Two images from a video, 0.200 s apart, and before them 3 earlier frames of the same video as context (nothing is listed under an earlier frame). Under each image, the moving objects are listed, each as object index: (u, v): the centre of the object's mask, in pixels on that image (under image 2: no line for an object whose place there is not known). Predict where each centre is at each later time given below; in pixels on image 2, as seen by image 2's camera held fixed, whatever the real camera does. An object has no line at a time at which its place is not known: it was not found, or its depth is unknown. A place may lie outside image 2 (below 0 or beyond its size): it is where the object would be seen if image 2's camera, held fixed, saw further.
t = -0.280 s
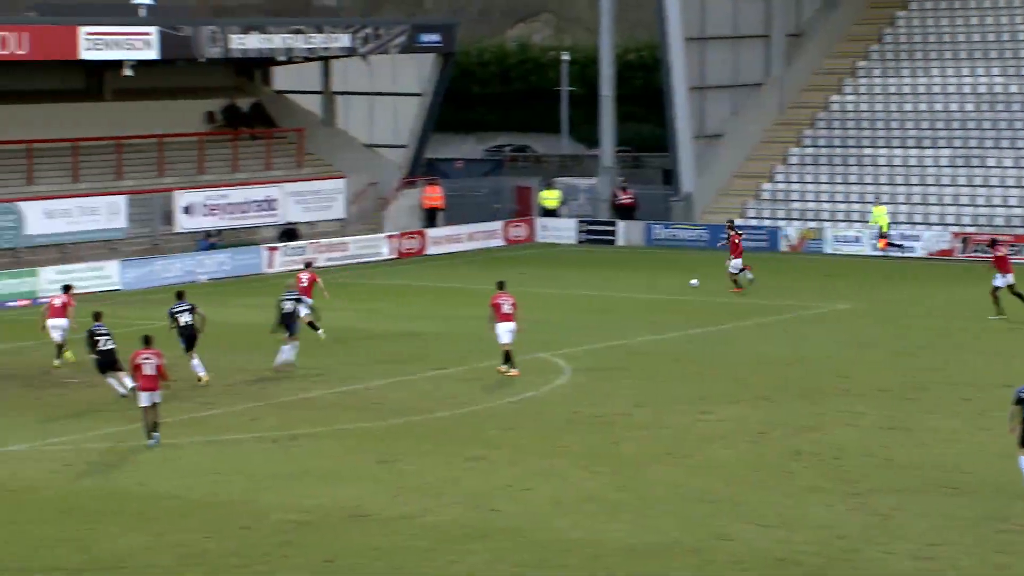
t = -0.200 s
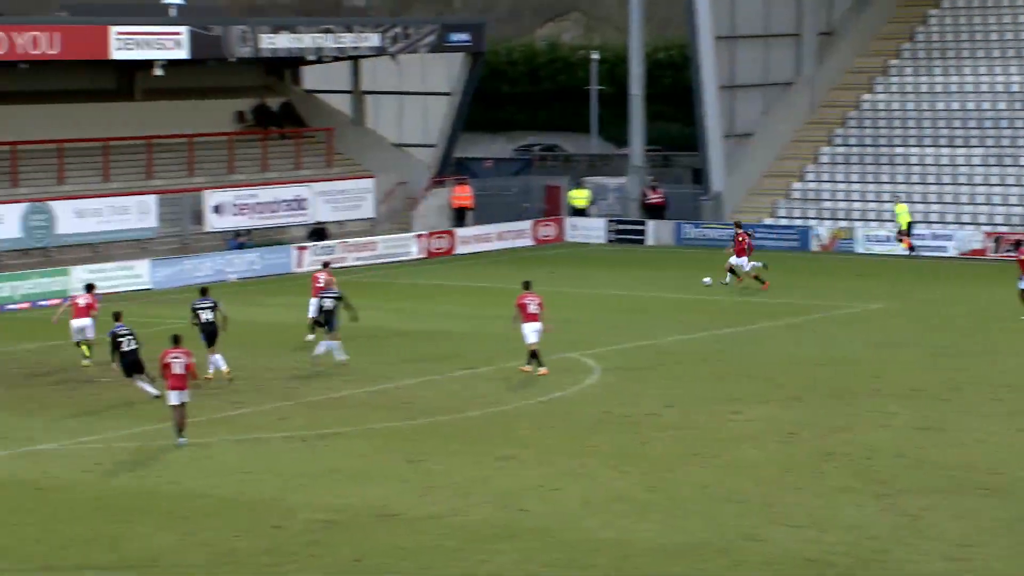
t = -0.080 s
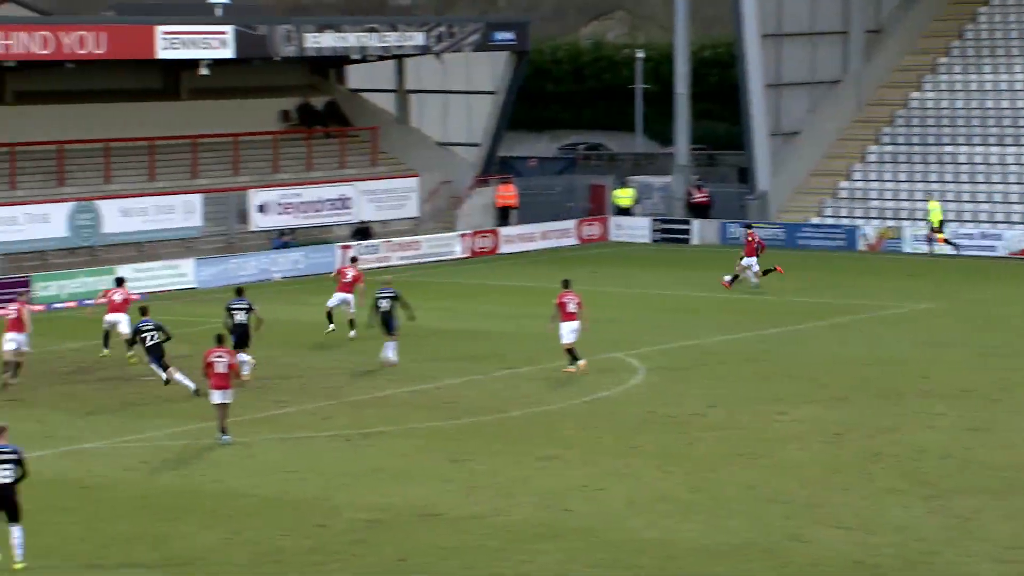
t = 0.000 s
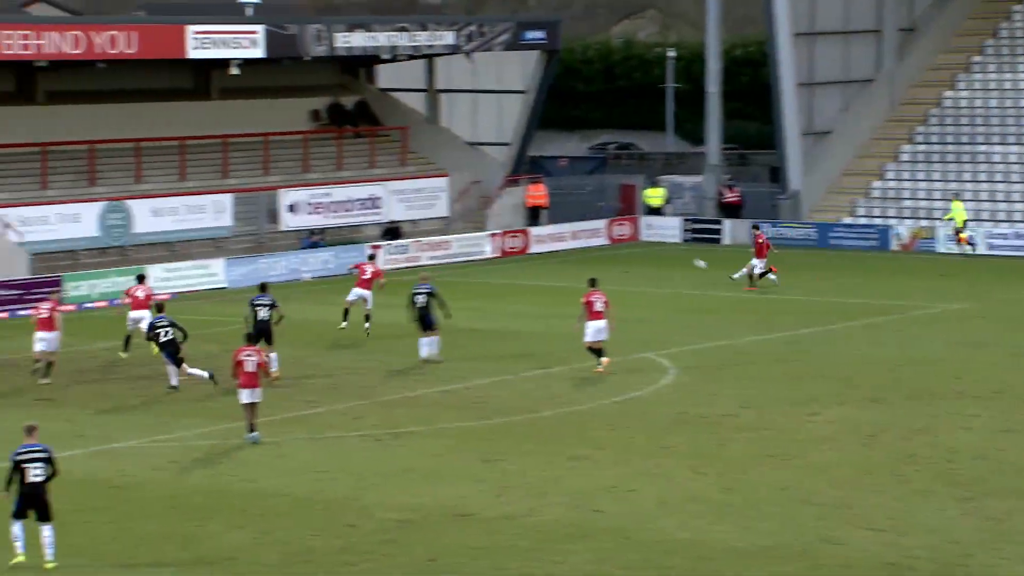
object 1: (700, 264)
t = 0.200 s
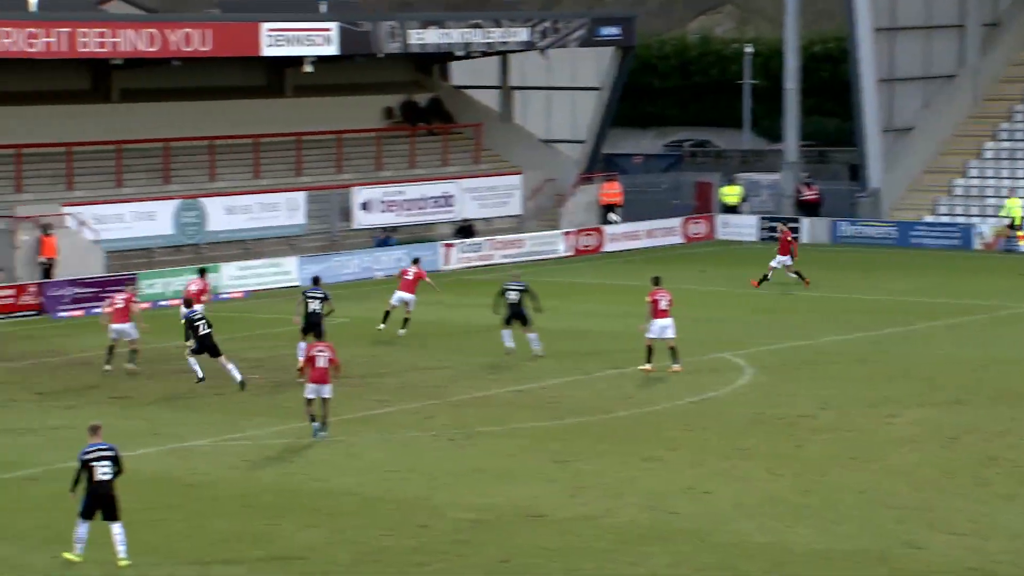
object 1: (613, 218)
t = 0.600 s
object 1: (314, 150)
